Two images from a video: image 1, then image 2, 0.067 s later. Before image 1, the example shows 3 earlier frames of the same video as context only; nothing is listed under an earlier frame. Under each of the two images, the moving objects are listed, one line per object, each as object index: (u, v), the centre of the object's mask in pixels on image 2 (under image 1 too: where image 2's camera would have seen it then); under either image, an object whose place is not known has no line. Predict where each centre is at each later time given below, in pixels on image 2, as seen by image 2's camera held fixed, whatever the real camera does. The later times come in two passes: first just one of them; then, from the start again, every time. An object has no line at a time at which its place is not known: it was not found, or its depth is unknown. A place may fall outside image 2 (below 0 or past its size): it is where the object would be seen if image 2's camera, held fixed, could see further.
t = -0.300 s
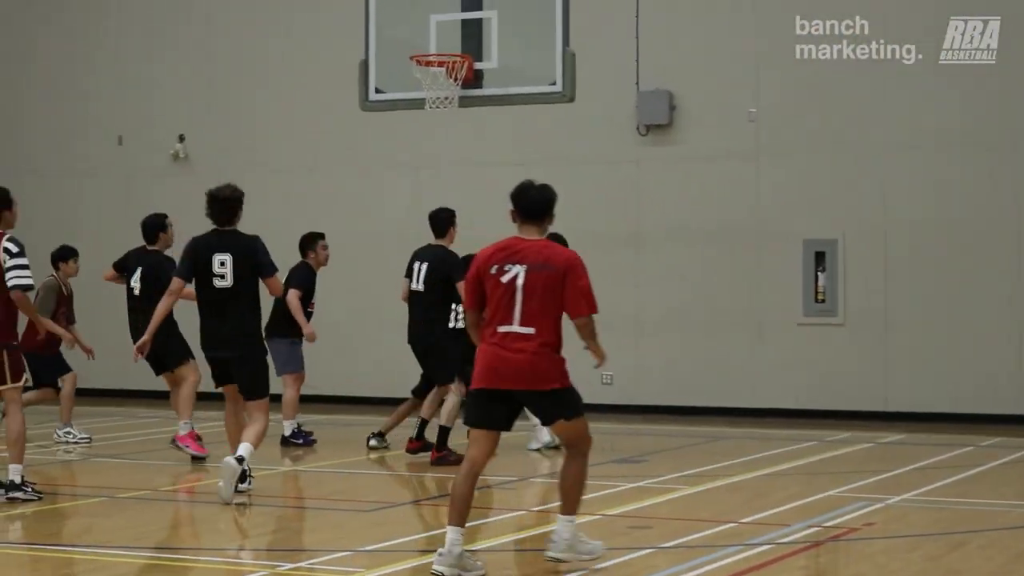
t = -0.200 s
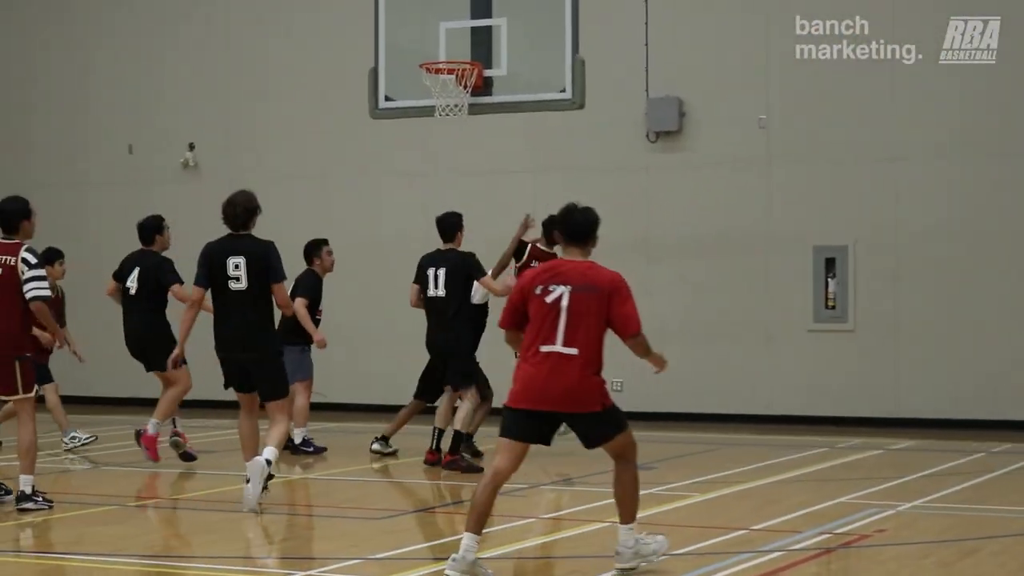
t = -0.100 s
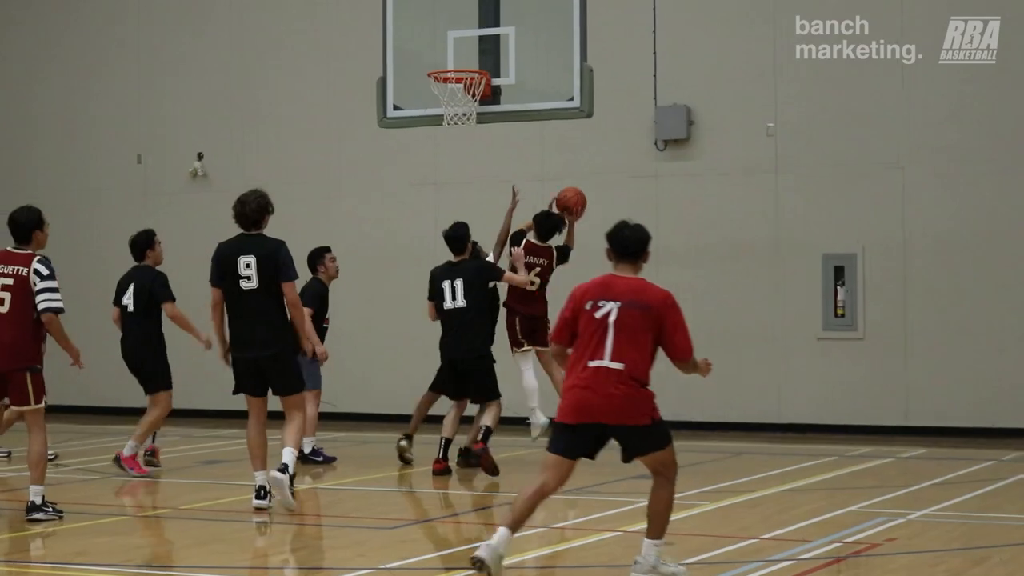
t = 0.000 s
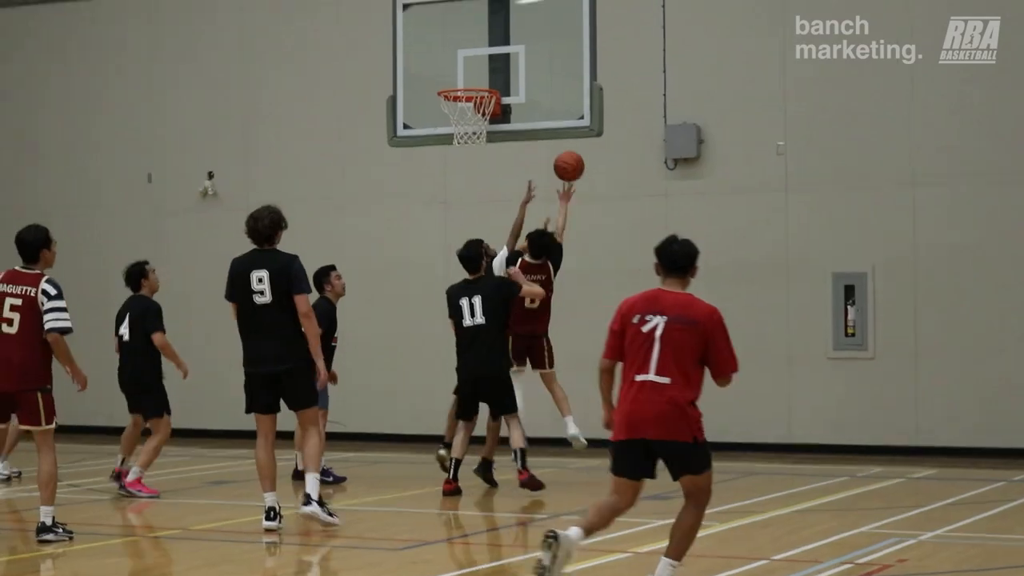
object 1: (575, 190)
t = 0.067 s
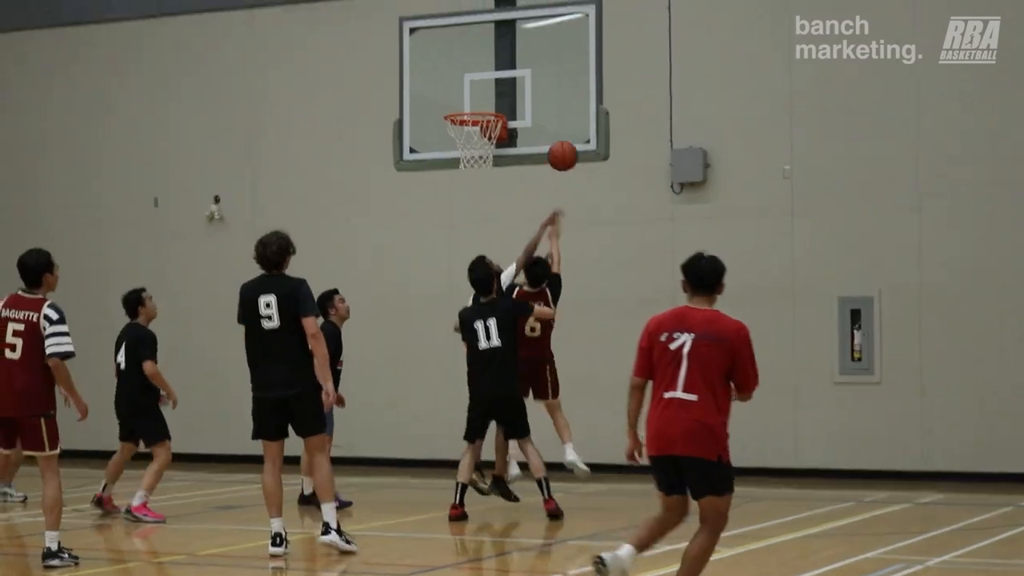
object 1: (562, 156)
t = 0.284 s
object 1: (520, 94)
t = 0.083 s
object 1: (559, 148)
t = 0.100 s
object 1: (556, 141)
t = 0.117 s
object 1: (553, 134)
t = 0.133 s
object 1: (550, 127)
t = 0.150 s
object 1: (547, 121)
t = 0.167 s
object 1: (544, 115)
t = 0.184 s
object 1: (541, 110)
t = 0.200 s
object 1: (538, 104)
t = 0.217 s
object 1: (535, 100)
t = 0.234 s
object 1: (532, 98)
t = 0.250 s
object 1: (528, 97)
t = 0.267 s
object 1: (524, 95)
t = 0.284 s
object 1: (520, 94)
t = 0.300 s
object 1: (516, 94)
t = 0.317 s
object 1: (512, 94)
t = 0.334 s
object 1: (509, 93)
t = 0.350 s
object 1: (505, 94)
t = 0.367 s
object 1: (500, 94)
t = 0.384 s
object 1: (497, 96)
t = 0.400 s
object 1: (493, 97)
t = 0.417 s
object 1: (490, 98)
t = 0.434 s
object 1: (486, 100)
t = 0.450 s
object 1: (482, 101)
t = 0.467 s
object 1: (479, 103)
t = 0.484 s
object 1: (475, 104)
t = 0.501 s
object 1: (471, 112)
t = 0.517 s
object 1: (468, 117)
